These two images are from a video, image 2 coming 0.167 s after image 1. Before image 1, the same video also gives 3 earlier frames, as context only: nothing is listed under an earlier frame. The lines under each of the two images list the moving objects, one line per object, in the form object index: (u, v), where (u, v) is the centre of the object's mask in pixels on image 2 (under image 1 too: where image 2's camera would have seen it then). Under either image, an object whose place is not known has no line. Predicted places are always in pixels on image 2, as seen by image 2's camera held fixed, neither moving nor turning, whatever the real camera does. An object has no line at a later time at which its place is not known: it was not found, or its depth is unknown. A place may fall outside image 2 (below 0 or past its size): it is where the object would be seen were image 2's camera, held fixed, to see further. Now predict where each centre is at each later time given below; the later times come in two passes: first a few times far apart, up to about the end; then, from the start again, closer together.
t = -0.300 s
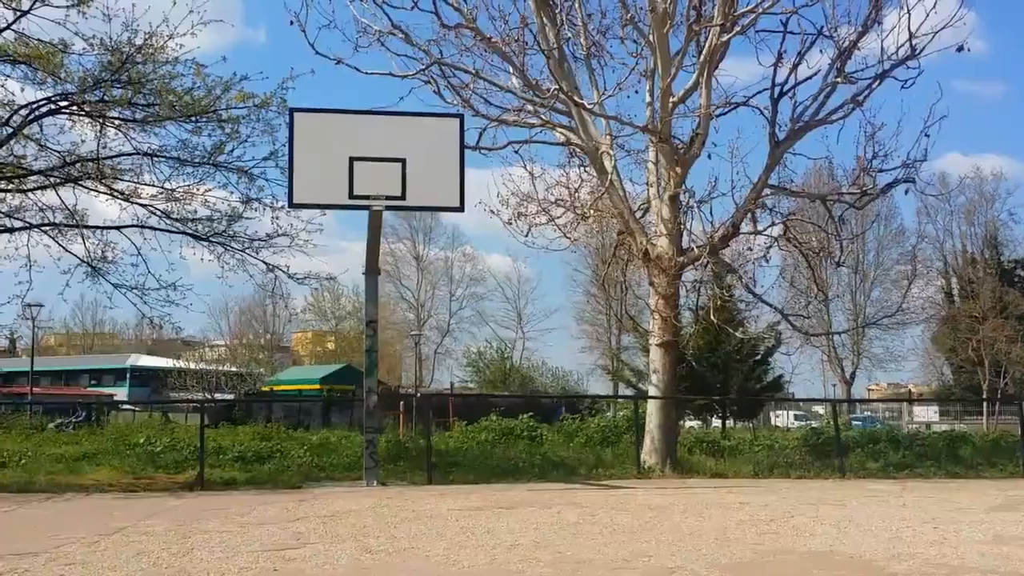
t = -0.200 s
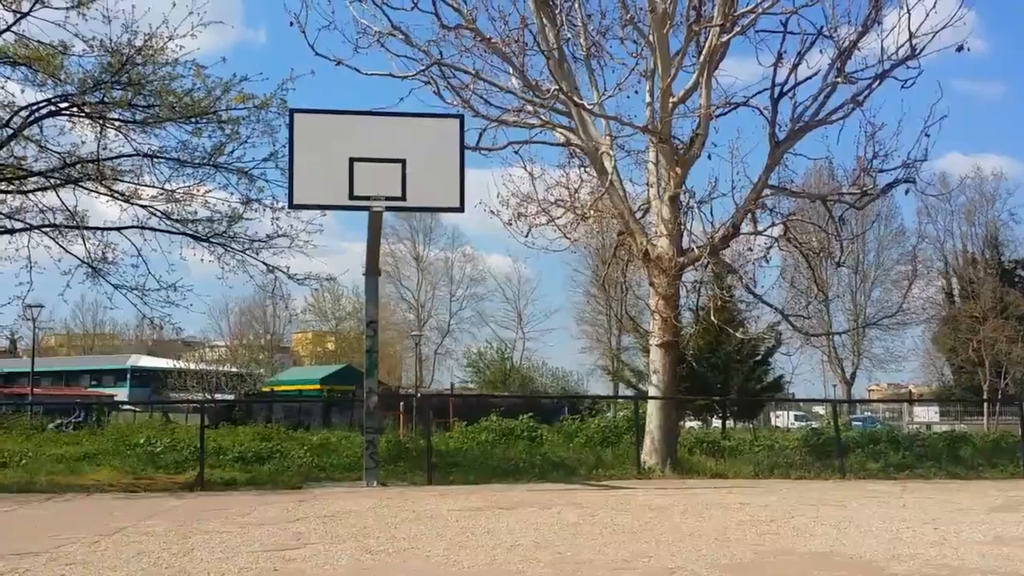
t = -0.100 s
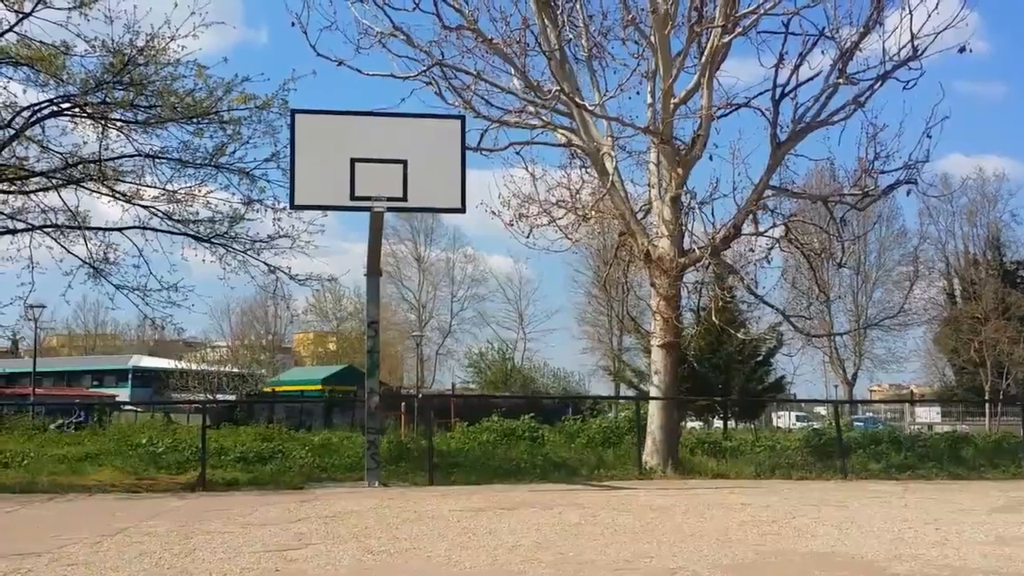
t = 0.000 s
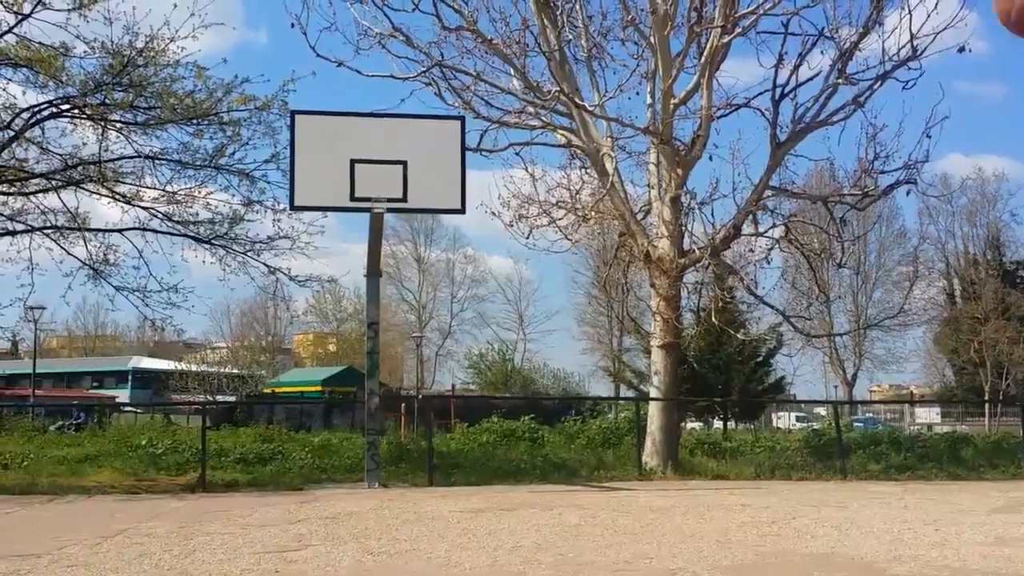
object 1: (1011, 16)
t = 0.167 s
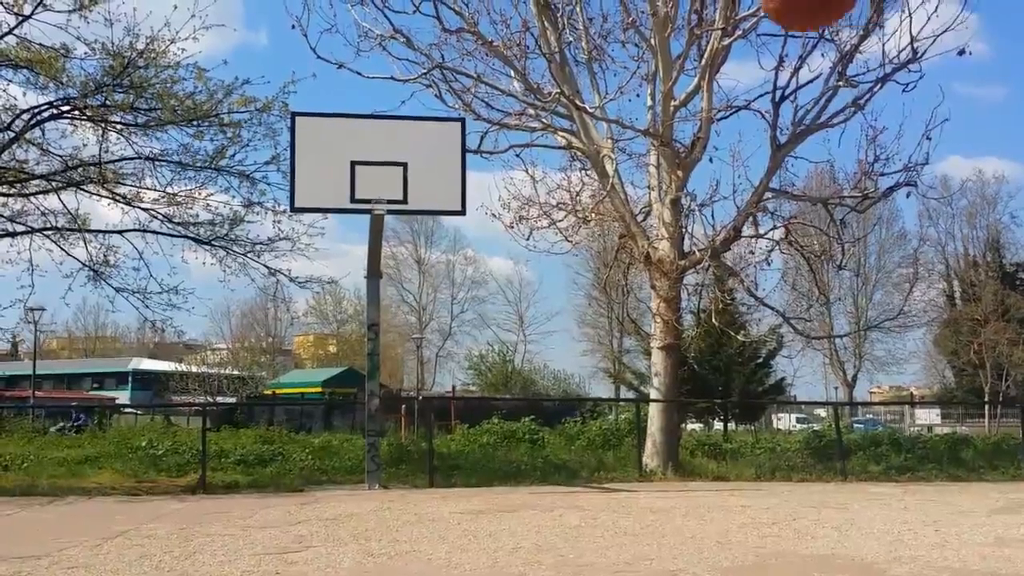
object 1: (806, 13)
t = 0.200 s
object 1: (765, 17)
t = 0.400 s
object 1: (540, 139)
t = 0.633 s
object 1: (312, 465)
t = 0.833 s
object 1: (238, 509)
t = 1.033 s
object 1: (245, 329)
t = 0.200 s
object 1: (765, 17)
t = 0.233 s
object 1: (725, 24)
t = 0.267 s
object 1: (686, 33)
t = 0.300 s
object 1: (646, 48)
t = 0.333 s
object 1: (609, 74)
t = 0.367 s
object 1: (574, 104)
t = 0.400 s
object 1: (540, 139)
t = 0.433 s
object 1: (505, 177)
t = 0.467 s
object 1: (471, 217)
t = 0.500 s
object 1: (439, 257)
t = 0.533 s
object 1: (407, 304)
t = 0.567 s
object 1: (377, 353)
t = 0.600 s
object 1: (344, 406)
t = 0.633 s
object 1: (312, 465)
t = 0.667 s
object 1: (283, 521)
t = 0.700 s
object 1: (256, 561)
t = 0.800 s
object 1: (237, 548)
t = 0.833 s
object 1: (238, 509)
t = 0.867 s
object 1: (239, 468)
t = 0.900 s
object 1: (240, 433)
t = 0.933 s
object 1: (243, 401)
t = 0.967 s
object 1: (242, 374)
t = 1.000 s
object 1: (245, 348)
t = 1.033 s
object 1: (245, 329)
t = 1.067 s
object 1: (246, 312)
